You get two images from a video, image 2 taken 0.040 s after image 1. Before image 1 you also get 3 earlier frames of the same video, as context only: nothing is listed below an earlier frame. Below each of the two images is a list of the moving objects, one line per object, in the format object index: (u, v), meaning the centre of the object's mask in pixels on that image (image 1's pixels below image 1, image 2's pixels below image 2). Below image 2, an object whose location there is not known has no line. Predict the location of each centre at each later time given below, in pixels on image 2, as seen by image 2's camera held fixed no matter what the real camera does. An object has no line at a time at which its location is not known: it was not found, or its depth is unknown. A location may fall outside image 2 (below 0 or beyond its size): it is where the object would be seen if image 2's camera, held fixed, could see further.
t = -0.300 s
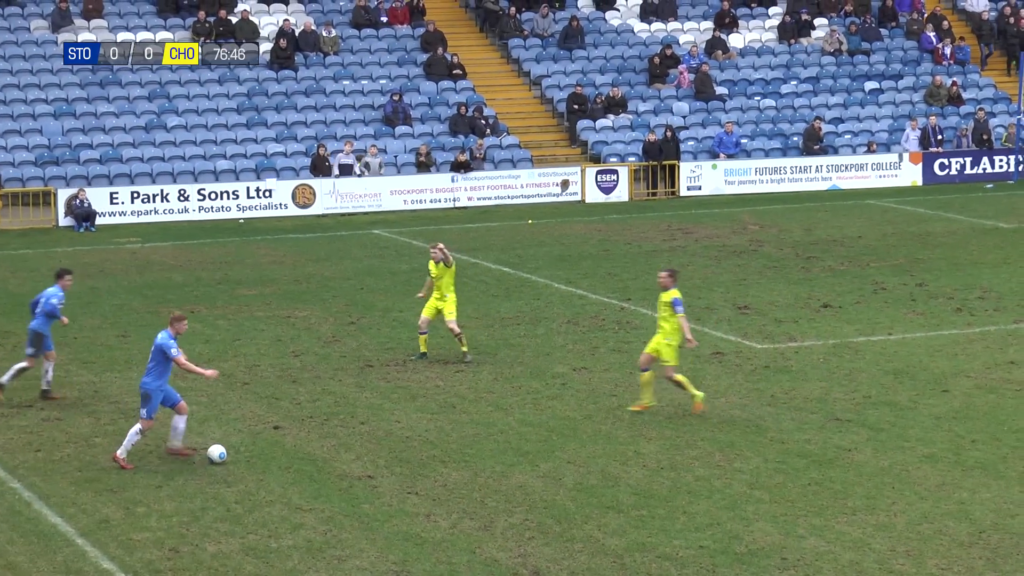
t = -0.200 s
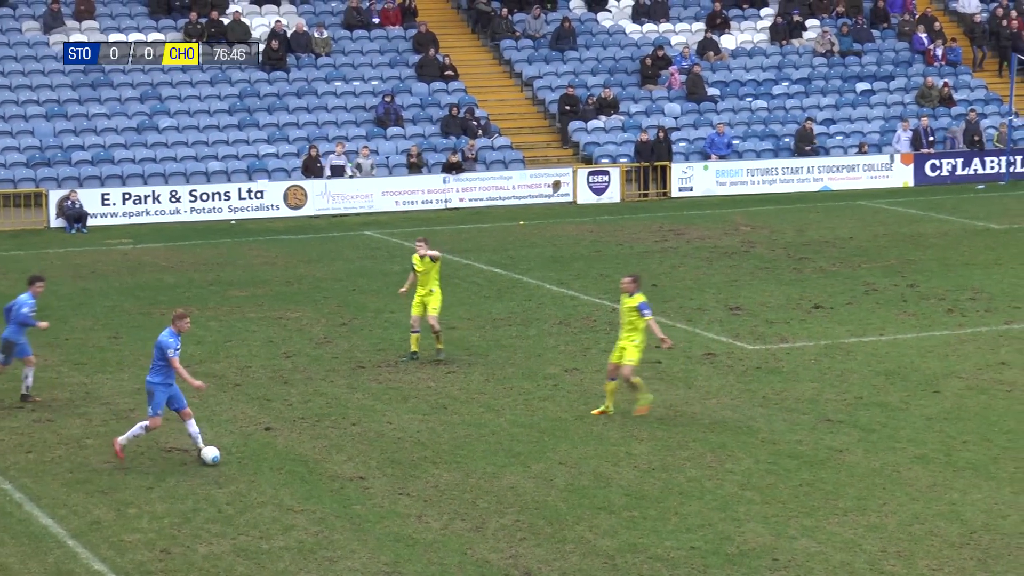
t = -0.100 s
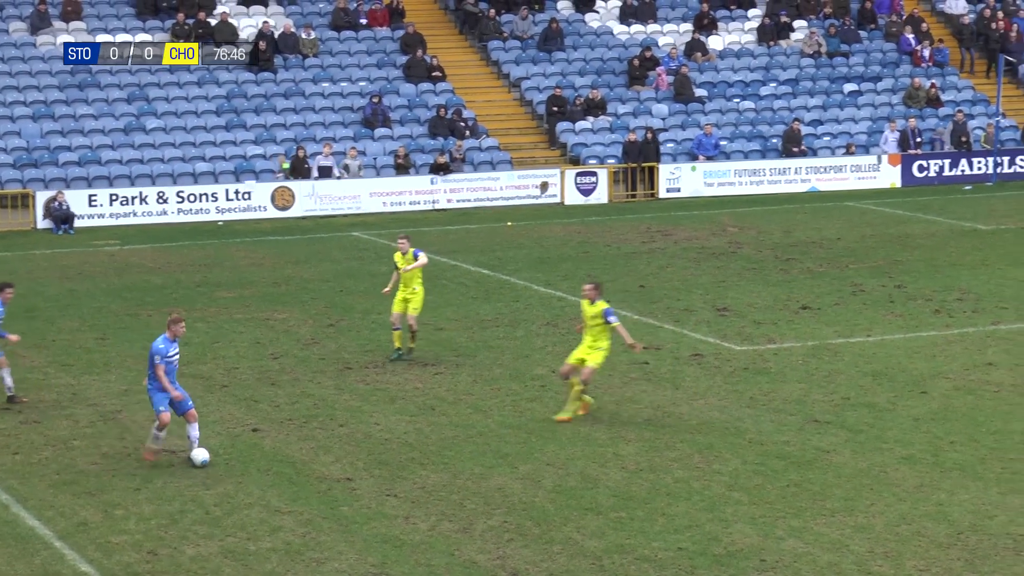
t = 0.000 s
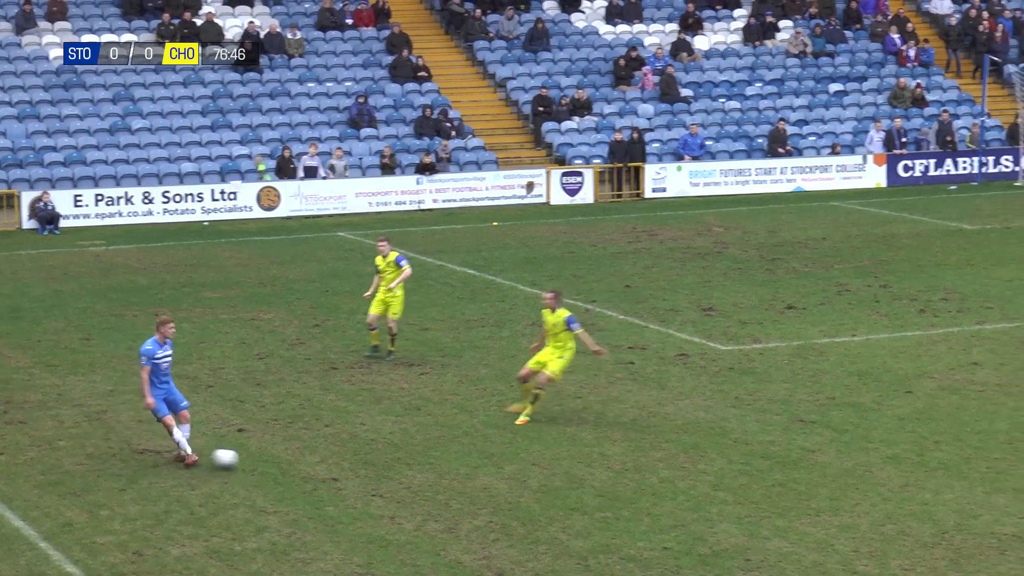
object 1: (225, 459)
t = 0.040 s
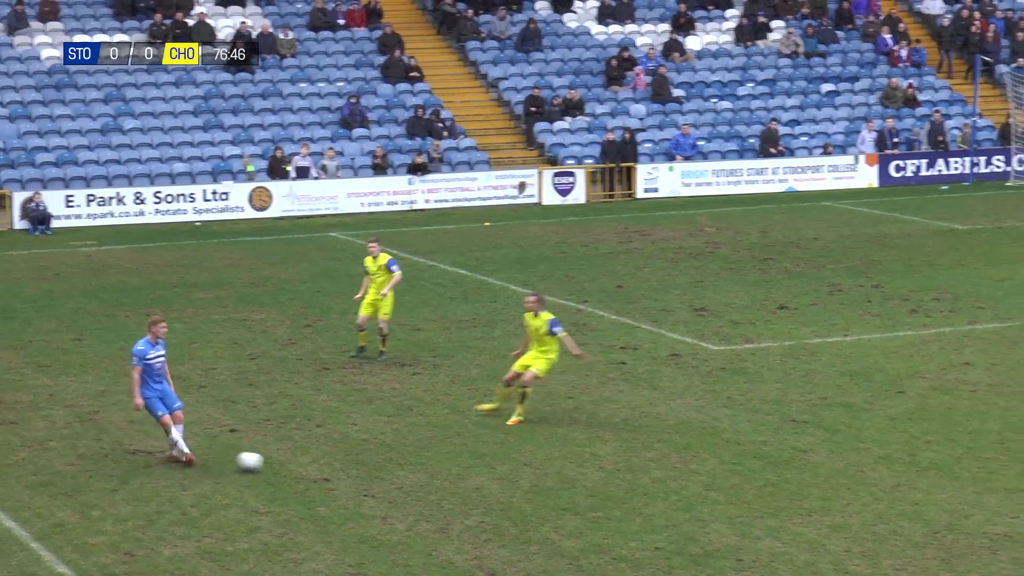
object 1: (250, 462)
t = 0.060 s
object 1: (267, 463)
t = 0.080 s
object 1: (283, 463)
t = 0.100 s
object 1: (299, 463)
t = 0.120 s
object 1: (314, 462)
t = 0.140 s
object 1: (329, 462)
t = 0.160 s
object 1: (344, 462)
